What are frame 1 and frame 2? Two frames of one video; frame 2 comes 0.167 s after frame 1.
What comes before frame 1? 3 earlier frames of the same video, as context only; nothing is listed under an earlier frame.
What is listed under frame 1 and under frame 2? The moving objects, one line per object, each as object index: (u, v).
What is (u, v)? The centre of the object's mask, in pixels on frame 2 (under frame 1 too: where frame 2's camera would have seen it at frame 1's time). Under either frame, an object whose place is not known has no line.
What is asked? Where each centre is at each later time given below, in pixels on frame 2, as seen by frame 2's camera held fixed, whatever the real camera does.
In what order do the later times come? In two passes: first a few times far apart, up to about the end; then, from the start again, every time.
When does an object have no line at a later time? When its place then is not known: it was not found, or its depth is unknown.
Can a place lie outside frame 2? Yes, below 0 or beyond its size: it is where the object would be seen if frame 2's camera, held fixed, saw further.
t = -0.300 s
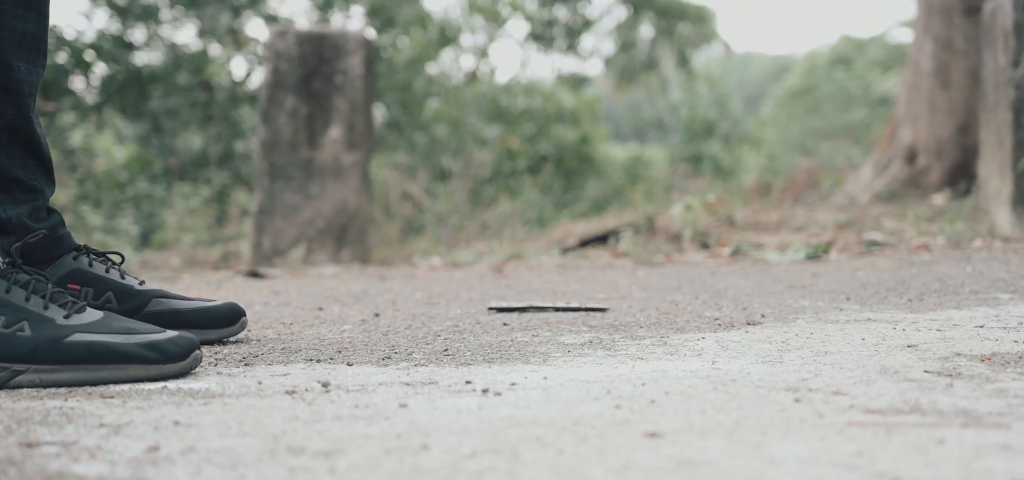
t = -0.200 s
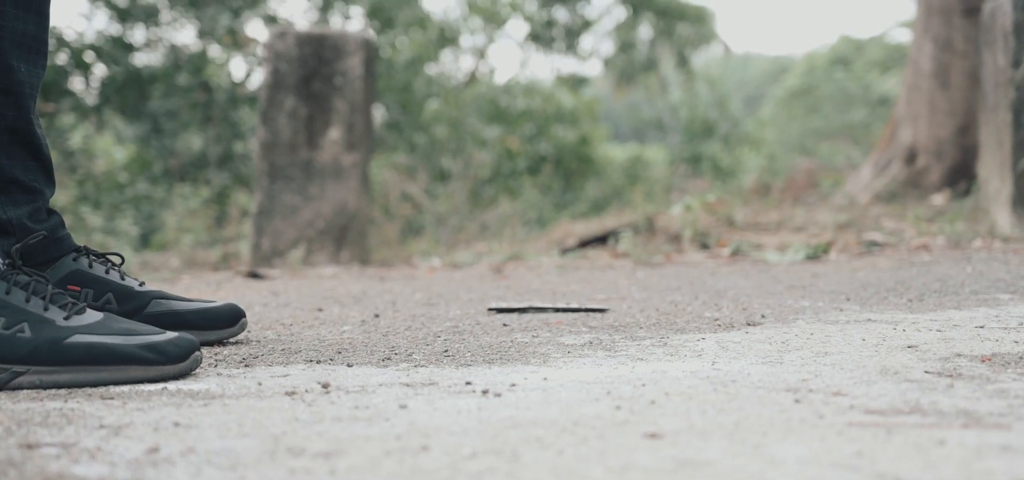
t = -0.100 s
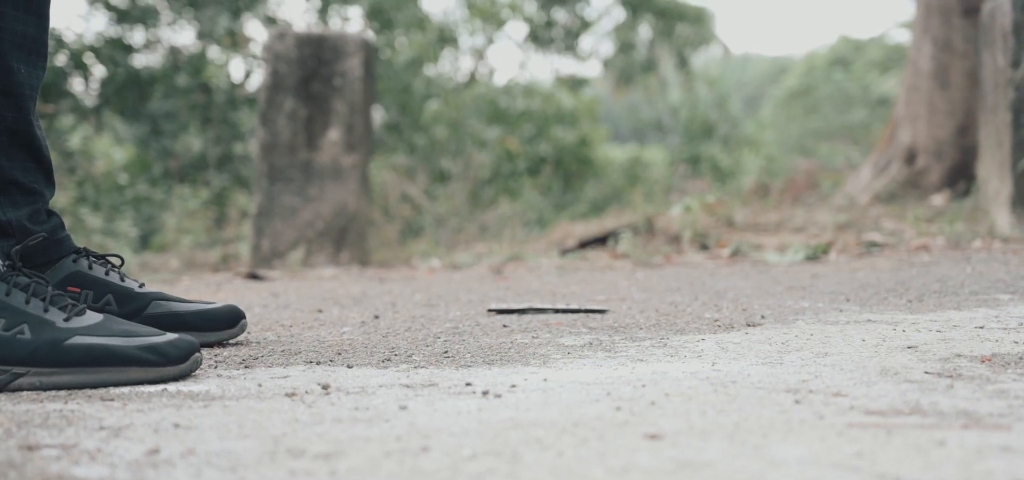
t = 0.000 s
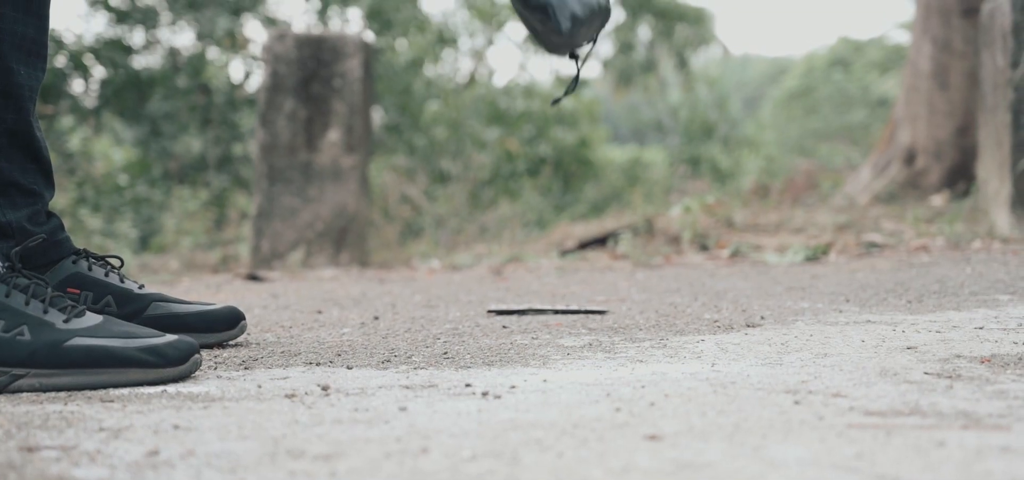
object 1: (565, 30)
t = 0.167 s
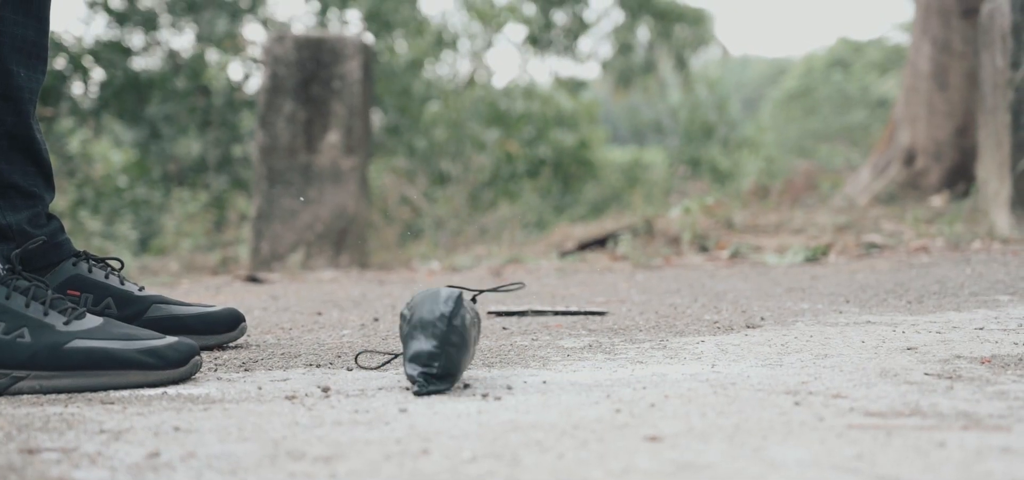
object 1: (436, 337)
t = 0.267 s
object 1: (352, 340)
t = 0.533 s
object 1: (310, 352)
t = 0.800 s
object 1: (326, 354)
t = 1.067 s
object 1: (330, 355)
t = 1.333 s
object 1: (330, 355)
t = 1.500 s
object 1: (330, 355)
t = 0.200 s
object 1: (403, 335)
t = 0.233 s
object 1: (373, 337)
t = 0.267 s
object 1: (352, 340)
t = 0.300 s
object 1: (330, 343)
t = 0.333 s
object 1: (311, 350)
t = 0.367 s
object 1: (306, 342)
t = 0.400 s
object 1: (303, 343)
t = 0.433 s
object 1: (304, 346)
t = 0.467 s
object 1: (303, 349)
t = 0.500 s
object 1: (304, 350)
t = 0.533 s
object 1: (310, 352)
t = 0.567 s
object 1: (318, 352)
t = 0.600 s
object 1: (327, 352)
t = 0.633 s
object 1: (336, 352)
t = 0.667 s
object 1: (338, 352)
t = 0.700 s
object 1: (335, 355)
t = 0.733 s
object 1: (330, 354)
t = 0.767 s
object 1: (326, 354)
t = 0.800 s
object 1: (326, 354)
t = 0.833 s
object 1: (327, 354)
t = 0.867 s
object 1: (328, 354)
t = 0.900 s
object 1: (330, 355)
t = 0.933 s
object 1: (331, 355)
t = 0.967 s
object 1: (331, 355)
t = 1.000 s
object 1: (330, 355)
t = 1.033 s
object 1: (330, 354)
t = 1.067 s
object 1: (330, 355)
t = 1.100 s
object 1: (330, 355)
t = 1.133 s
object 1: (330, 355)
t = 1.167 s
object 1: (330, 355)
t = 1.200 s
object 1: (330, 355)
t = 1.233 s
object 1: (330, 355)
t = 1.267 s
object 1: (330, 355)
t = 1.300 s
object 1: (330, 355)
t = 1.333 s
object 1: (330, 355)
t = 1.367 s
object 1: (330, 355)
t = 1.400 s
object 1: (330, 355)
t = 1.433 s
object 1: (330, 355)
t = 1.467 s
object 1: (330, 355)
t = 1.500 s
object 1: (330, 355)
